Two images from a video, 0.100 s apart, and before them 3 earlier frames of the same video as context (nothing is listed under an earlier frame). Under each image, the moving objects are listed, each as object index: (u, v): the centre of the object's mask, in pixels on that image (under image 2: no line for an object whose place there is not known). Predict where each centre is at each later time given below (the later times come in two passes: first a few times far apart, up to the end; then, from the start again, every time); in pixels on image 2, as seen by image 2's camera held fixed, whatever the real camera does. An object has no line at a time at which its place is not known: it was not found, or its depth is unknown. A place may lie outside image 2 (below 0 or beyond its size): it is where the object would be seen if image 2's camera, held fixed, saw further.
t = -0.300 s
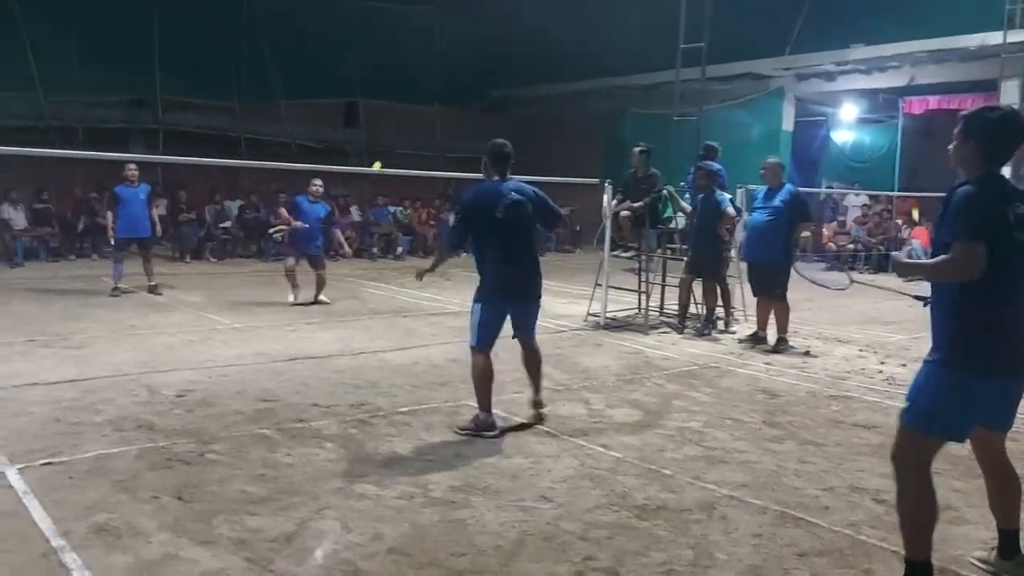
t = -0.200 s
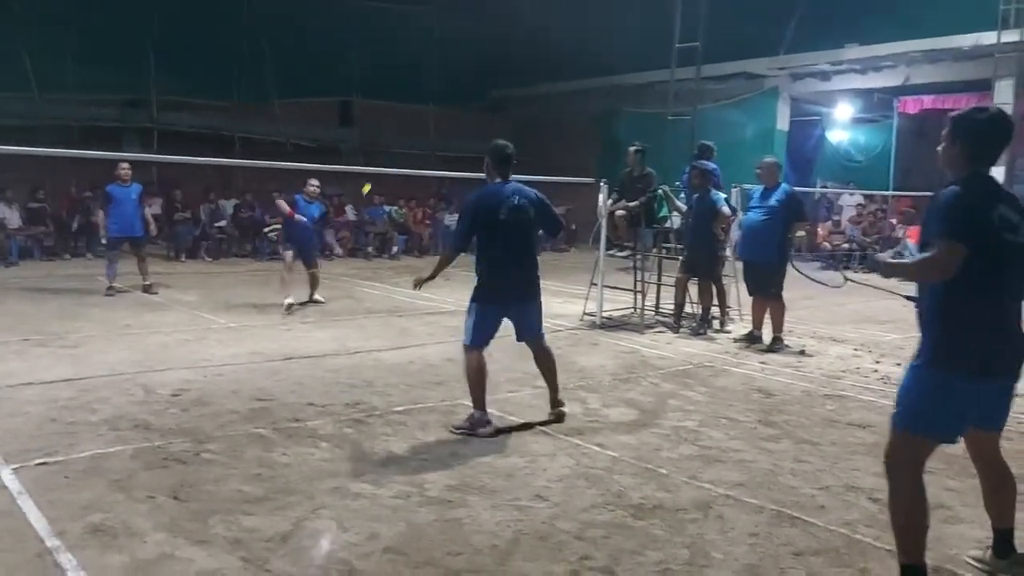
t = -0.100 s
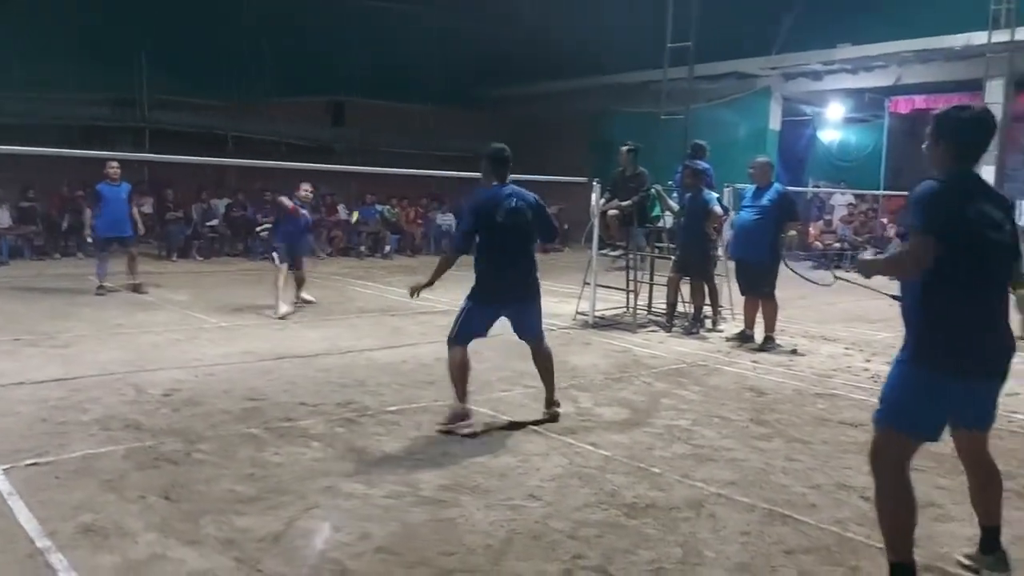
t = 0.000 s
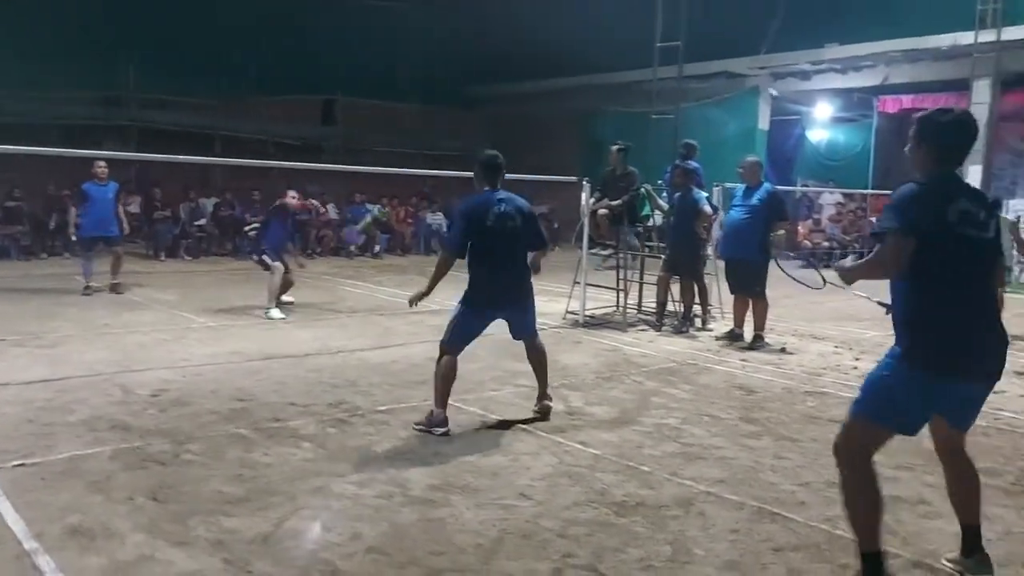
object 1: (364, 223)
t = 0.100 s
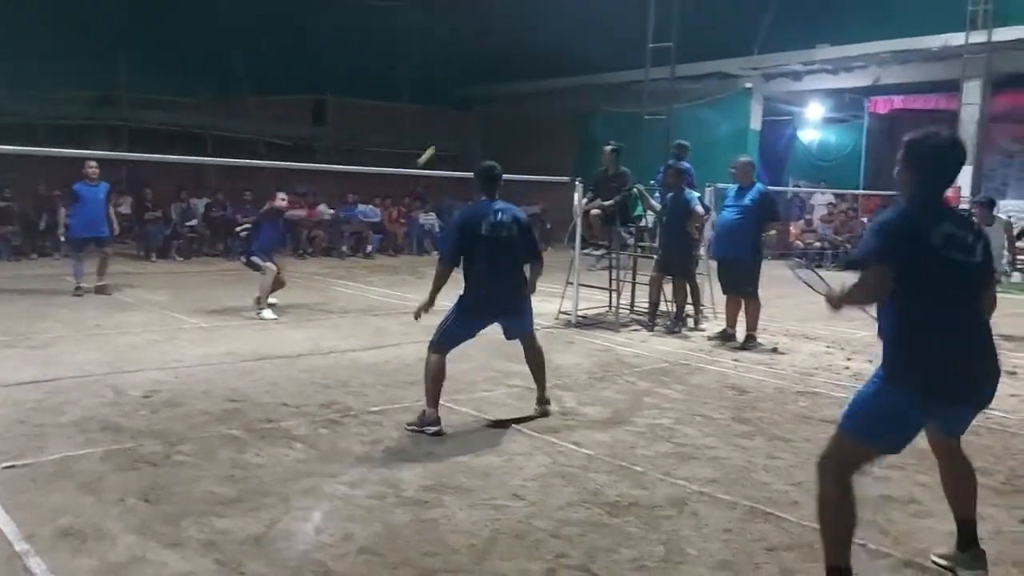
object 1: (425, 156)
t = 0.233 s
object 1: (506, 97)
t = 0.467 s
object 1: (638, 46)
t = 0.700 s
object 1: (761, 66)
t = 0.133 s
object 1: (445, 138)
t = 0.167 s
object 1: (464, 124)
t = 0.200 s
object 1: (485, 111)
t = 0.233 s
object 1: (506, 97)
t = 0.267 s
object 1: (526, 86)
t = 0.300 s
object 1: (545, 75)
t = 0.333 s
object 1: (564, 66)
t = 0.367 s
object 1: (583, 58)
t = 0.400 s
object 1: (601, 53)
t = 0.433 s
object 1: (620, 48)
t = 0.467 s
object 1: (638, 46)
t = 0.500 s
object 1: (656, 44)
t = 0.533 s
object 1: (673, 44)
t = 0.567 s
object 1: (691, 46)
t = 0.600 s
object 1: (709, 48)
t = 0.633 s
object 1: (727, 52)
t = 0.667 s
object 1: (744, 59)
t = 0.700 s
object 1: (761, 66)
